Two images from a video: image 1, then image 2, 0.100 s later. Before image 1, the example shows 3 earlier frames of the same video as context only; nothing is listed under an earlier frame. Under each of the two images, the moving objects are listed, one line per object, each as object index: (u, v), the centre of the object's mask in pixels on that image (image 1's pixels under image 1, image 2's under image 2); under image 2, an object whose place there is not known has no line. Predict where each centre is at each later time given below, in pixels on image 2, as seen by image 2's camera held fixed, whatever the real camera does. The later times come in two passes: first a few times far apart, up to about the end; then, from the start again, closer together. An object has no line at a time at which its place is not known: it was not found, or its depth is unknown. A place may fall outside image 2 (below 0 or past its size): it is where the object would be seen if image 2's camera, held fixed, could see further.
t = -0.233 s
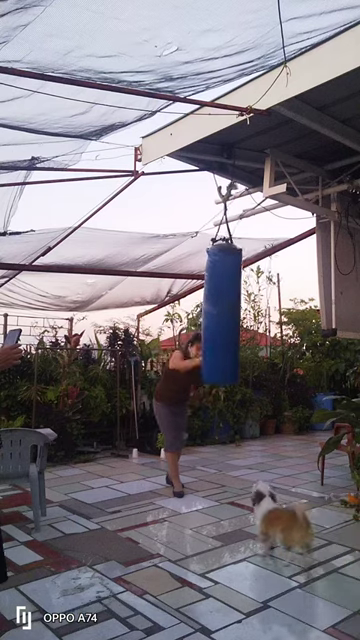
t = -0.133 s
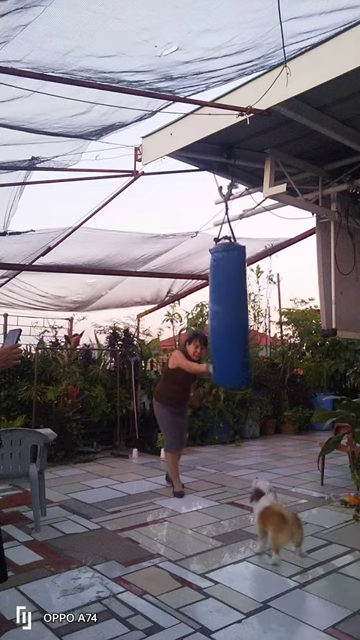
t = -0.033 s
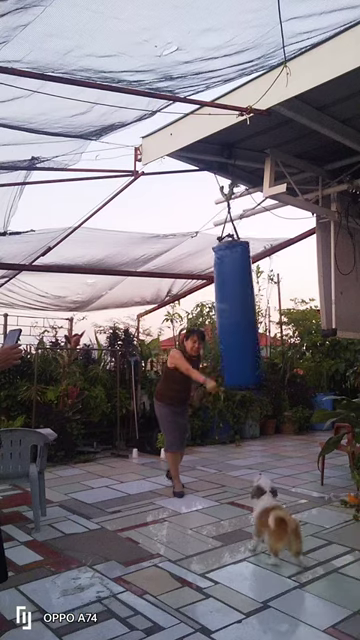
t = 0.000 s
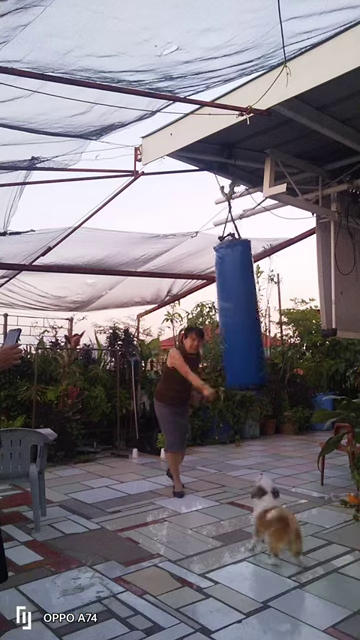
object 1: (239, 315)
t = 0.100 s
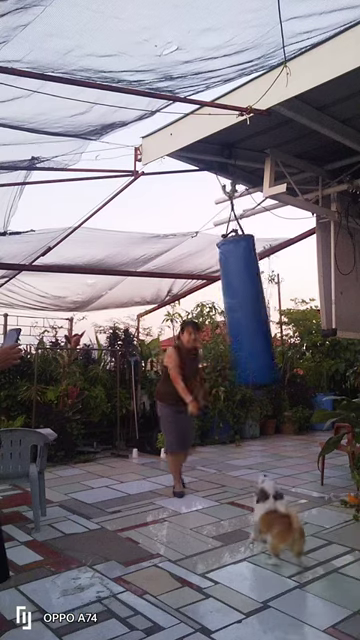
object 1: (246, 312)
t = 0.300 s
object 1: (256, 304)
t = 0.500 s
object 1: (257, 304)
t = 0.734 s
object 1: (246, 308)
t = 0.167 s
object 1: (250, 310)
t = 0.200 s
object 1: (252, 309)
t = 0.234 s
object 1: (253, 307)
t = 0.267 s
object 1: (255, 304)
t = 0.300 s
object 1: (256, 304)
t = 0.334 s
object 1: (257, 303)
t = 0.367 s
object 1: (257, 302)
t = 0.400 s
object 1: (258, 305)
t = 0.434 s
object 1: (258, 305)
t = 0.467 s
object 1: (258, 305)
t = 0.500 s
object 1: (257, 304)
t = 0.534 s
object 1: (257, 304)
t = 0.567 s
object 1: (255, 304)
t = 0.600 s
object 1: (254, 305)
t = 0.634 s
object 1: (252, 304)
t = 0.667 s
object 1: (250, 305)
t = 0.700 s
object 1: (248, 306)
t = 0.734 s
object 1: (246, 308)
